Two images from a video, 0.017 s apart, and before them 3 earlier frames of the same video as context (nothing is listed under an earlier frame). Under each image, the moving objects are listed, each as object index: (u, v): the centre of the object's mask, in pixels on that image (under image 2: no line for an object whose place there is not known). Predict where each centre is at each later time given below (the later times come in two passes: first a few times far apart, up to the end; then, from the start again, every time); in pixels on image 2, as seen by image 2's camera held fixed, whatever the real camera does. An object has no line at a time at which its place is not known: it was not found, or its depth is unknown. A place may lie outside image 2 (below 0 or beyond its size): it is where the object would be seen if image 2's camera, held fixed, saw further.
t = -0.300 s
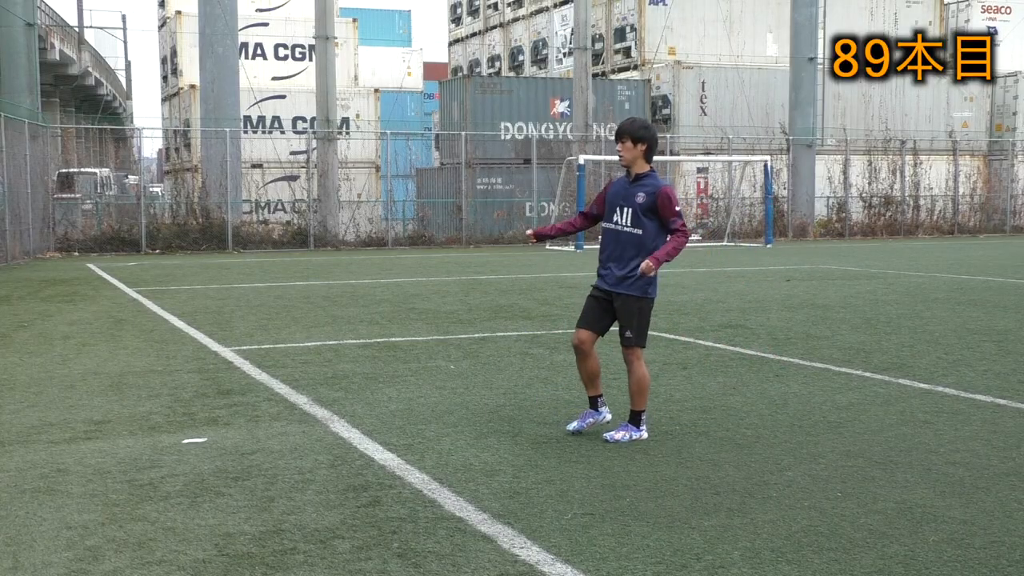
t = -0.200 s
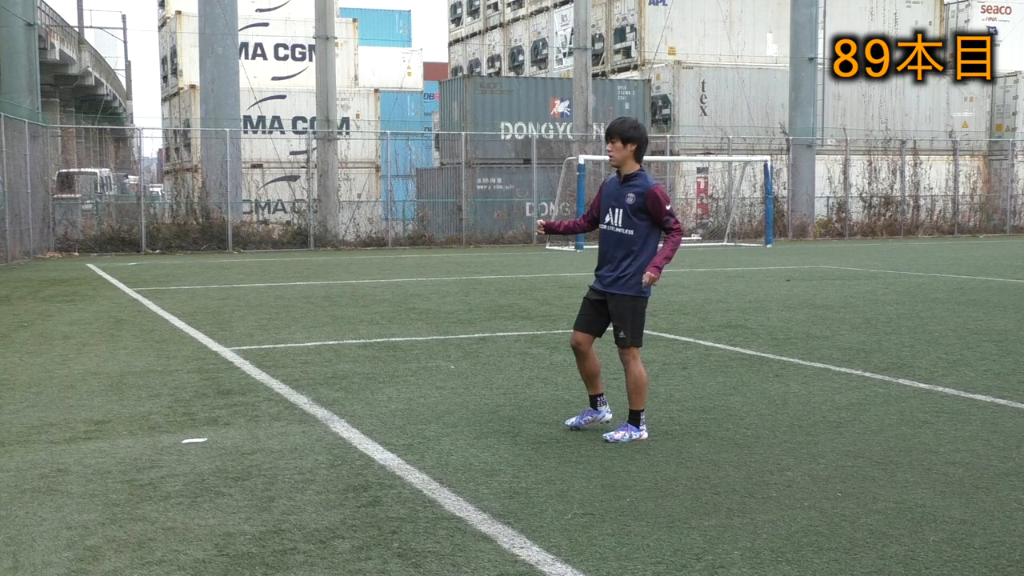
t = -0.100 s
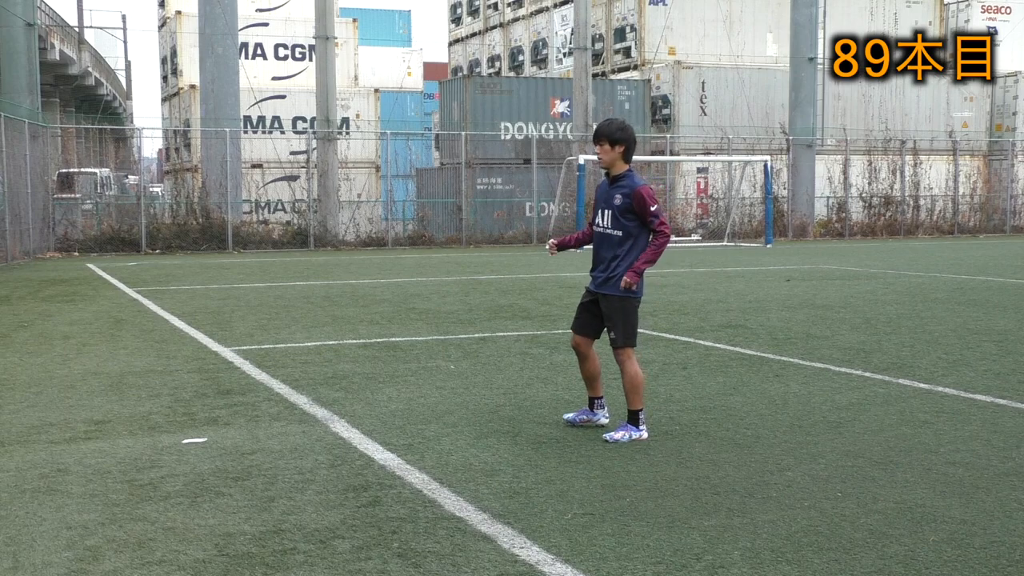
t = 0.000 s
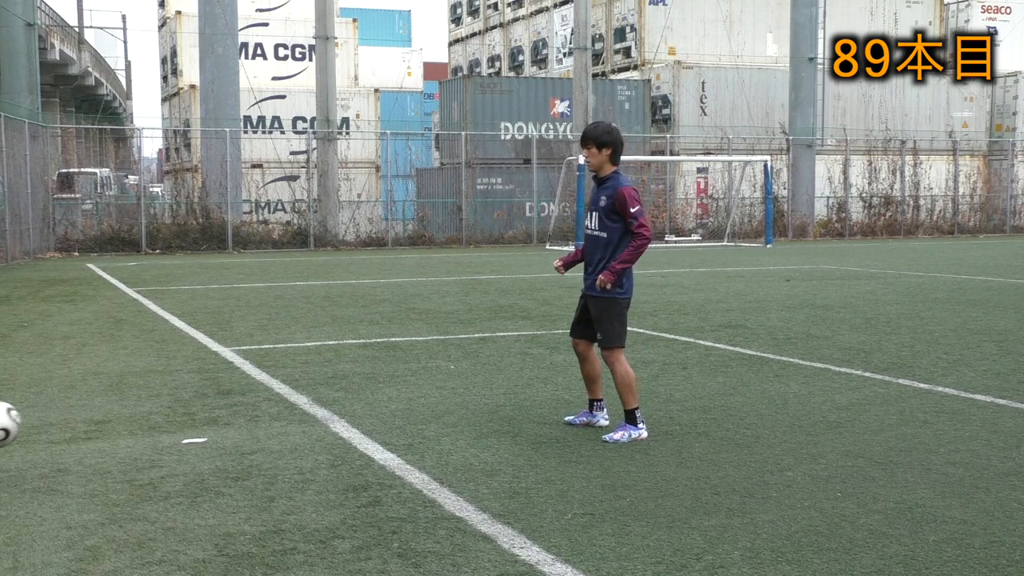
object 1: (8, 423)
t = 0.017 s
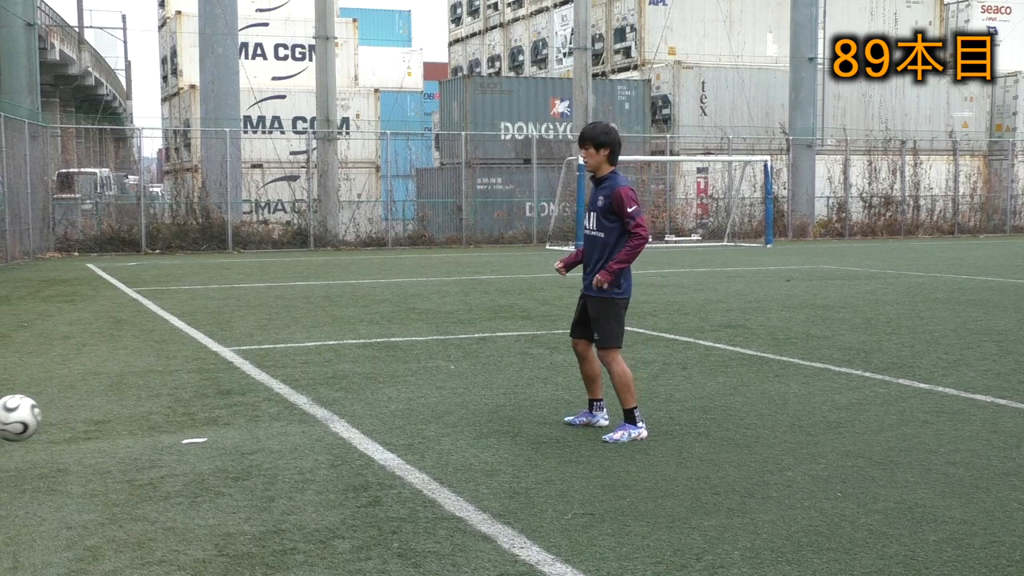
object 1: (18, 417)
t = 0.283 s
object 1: (302, 402)
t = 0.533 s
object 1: (458, 378)
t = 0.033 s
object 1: (36, 412)
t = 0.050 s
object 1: (56, 407)
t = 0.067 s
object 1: (75, 403)
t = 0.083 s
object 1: (95, 399)
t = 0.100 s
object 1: (114, 397)
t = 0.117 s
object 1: (132, 394)
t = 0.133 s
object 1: (151, 393)
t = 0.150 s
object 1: (169, 391)
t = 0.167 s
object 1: (186, 390)
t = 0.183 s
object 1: (203, 390)
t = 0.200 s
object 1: (220, 391)
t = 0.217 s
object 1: (237, 392)
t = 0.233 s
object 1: (254, 394)
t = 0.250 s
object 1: (271, 396)
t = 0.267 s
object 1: (287, 399)
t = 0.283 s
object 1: (302, 402)
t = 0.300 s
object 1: (318, 405)
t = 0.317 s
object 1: (332, 410)
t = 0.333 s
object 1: (347, 414)
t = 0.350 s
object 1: (362, 418)
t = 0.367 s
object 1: (372, 414)
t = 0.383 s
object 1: (381, 408)
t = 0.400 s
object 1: (390, 402)
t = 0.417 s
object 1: (398, 398)
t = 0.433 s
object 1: (407, 393)
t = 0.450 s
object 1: (416, 389)
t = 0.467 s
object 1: (425, 386)
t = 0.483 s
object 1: (433, 383)
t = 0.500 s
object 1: (442, 381)
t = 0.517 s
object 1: (450, 379)
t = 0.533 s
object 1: (458, 378)
